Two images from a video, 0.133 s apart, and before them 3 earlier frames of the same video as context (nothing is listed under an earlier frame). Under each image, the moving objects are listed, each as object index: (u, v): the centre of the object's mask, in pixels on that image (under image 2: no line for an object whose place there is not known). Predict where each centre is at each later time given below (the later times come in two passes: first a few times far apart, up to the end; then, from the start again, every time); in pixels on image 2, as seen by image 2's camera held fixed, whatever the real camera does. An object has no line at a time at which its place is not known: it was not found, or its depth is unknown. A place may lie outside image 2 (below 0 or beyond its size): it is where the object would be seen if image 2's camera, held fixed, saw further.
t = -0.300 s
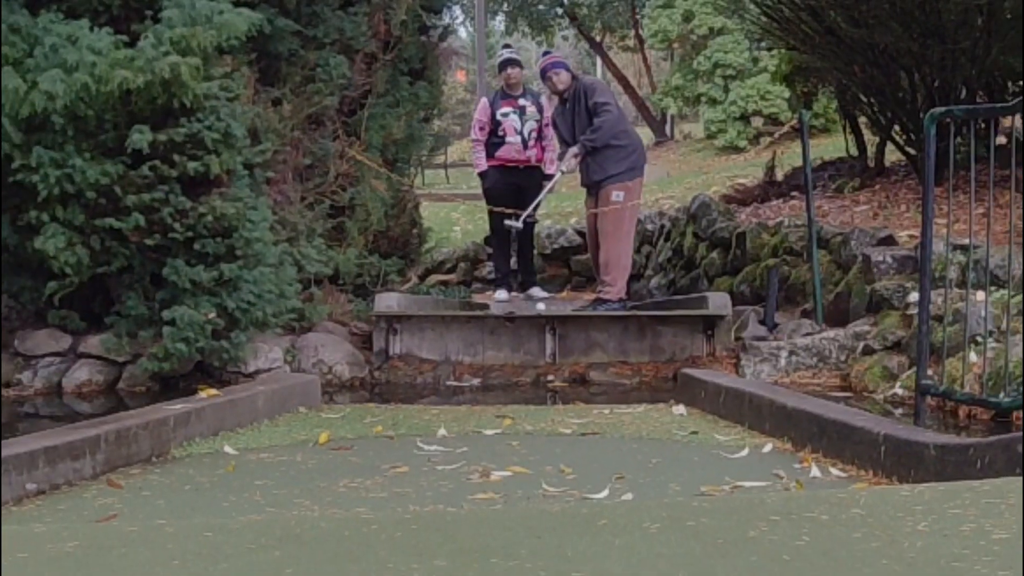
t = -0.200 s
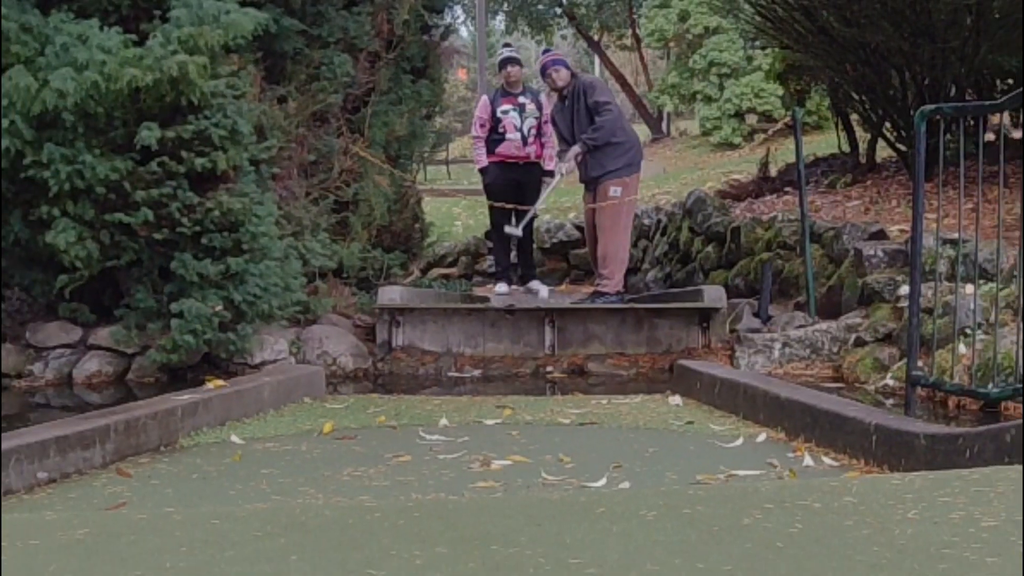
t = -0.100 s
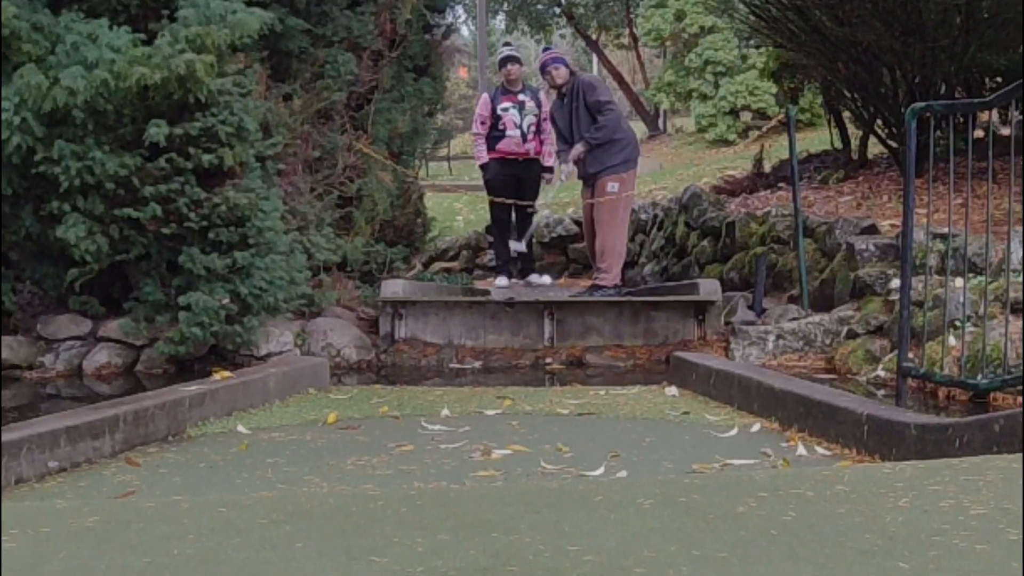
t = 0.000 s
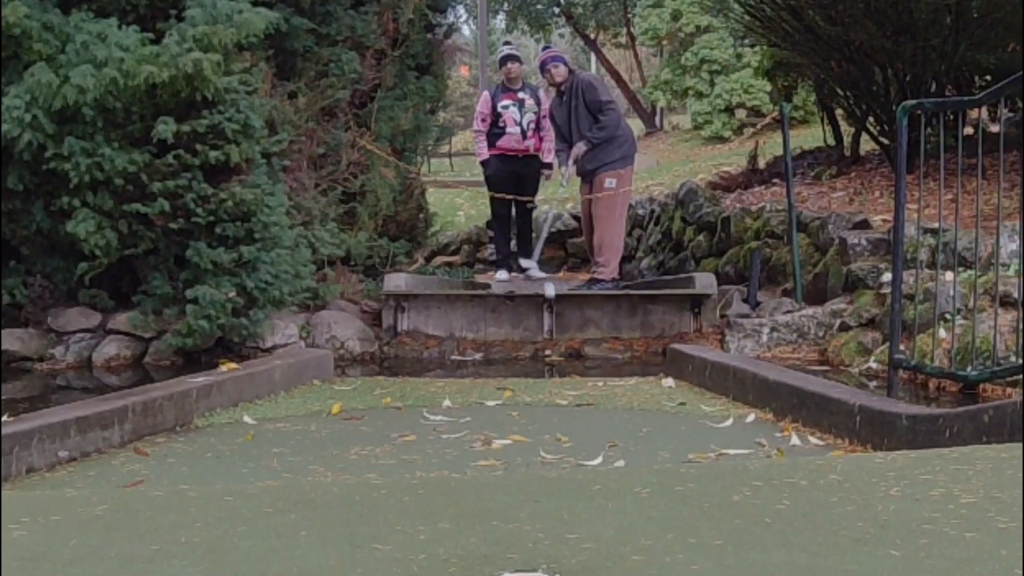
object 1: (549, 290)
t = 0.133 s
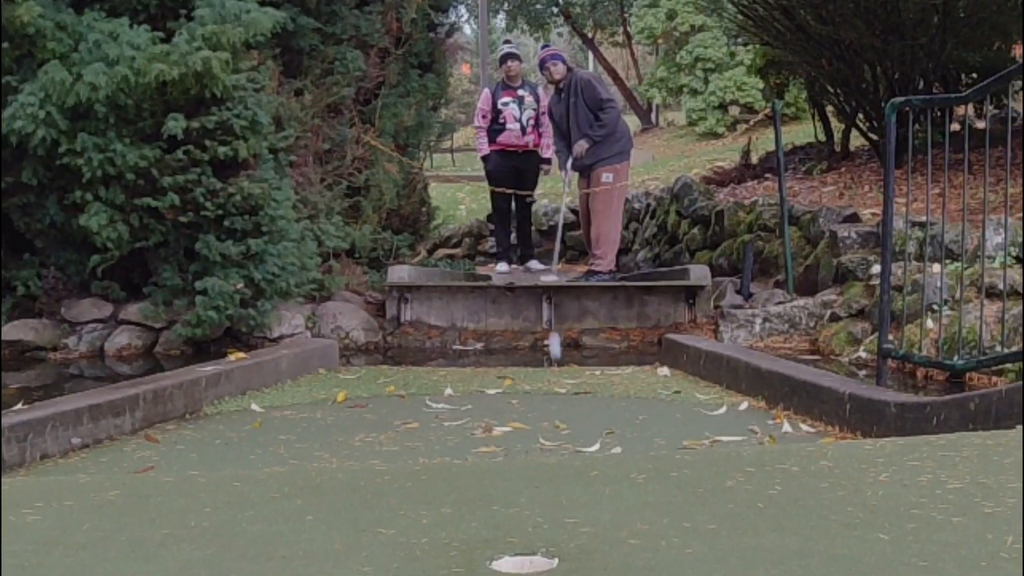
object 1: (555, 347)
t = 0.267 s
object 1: (561, 372)
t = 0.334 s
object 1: (565, 380)
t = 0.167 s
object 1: (556, 368)
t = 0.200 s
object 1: (558, 375)
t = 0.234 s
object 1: (559, 373)
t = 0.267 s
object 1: (561, 372)
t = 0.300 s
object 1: (563, 374)
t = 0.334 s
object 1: (565, 380)
